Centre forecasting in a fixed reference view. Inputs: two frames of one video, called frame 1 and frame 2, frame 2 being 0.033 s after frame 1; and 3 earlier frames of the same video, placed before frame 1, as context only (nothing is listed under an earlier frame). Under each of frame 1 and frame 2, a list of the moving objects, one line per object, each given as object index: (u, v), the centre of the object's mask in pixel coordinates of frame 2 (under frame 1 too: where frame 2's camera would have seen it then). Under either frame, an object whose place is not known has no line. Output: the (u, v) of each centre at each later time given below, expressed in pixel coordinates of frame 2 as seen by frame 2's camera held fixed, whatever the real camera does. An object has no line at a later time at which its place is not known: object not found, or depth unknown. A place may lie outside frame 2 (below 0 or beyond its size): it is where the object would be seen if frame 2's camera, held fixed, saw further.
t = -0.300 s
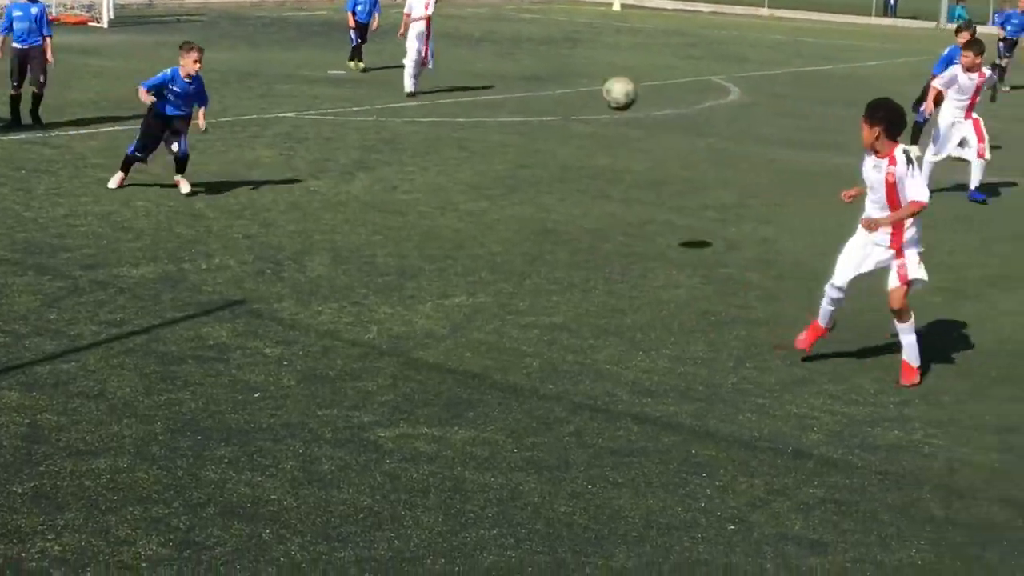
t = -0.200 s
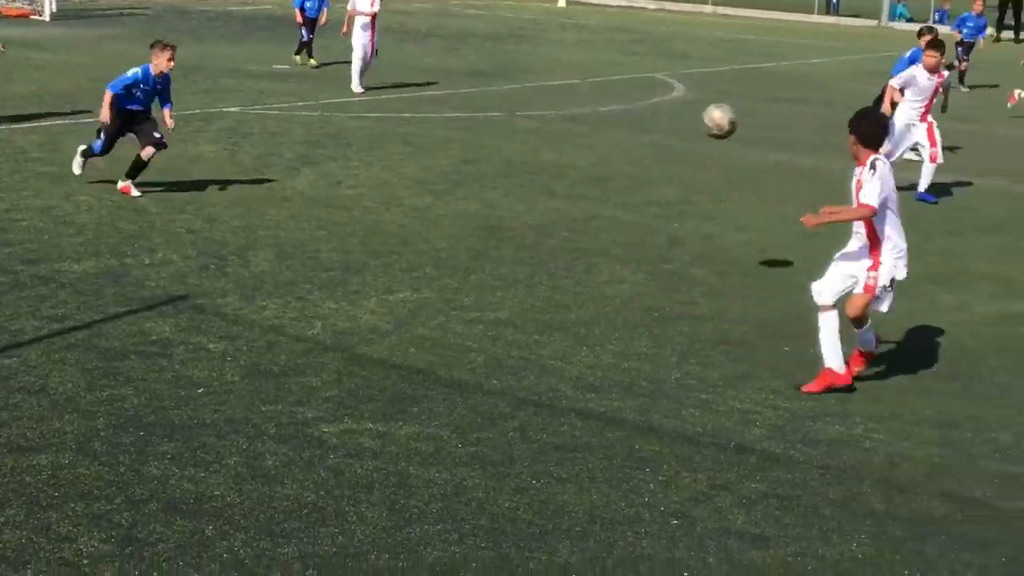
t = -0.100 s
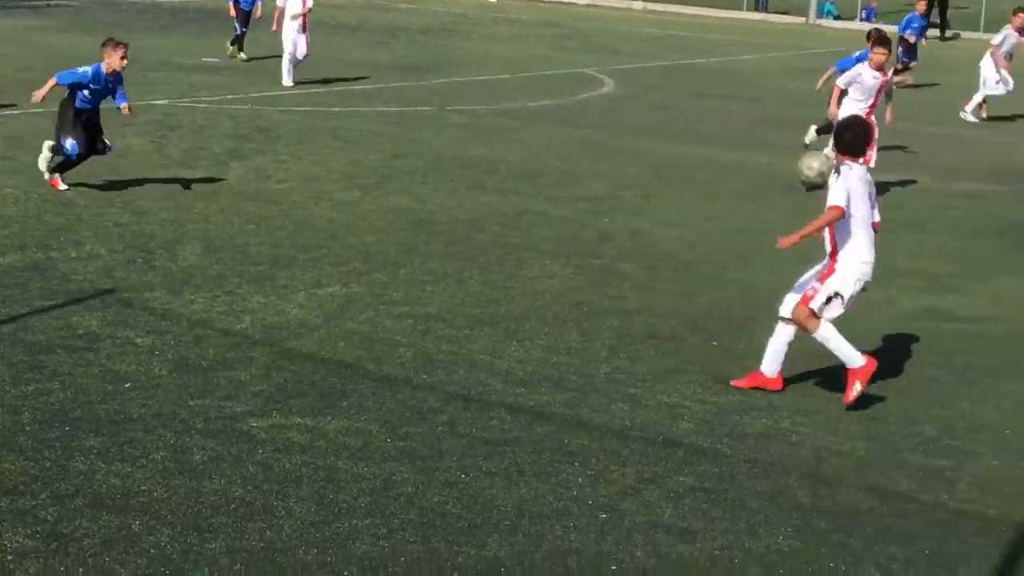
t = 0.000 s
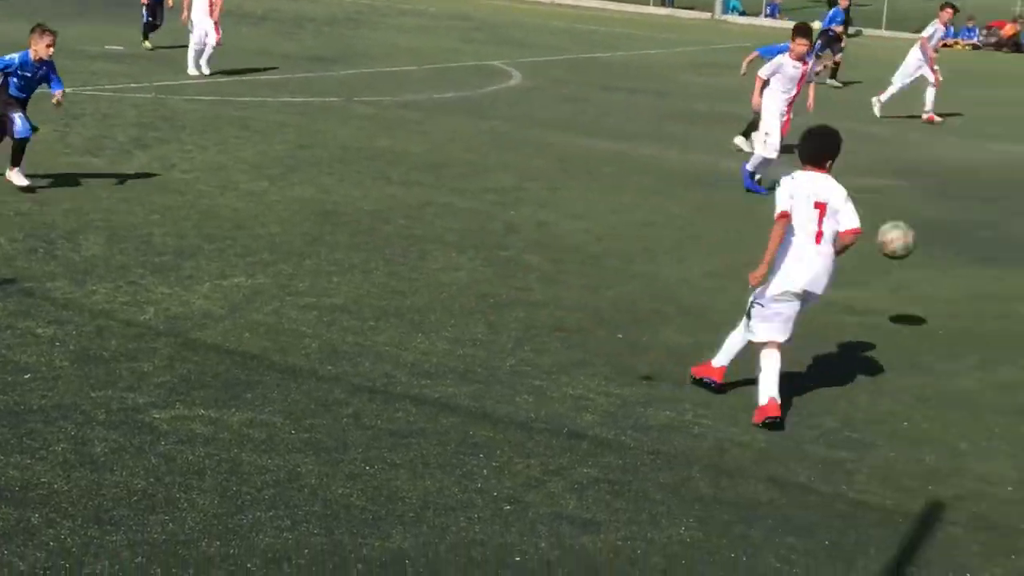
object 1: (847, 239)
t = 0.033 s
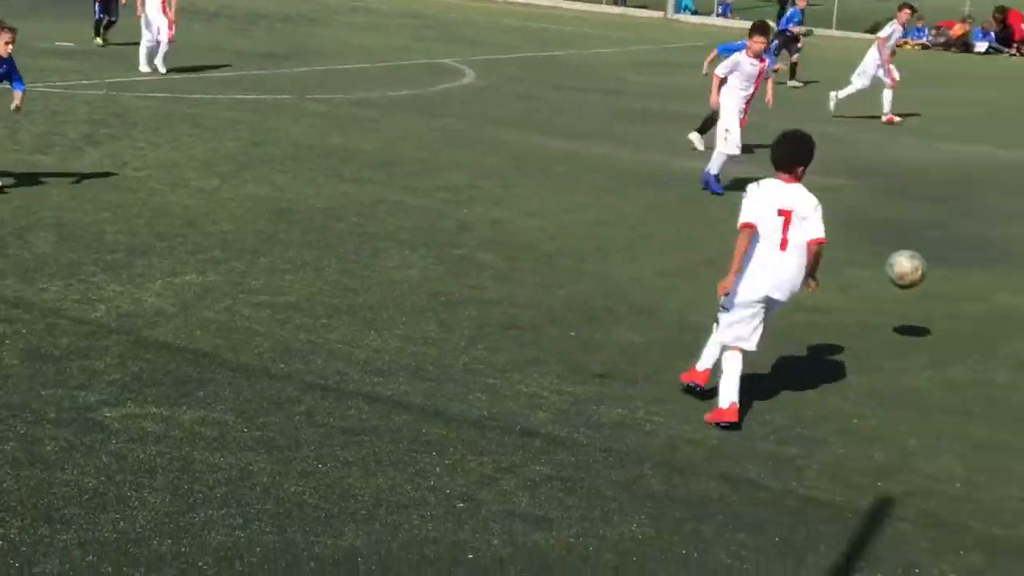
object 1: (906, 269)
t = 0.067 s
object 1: (966, 301)
